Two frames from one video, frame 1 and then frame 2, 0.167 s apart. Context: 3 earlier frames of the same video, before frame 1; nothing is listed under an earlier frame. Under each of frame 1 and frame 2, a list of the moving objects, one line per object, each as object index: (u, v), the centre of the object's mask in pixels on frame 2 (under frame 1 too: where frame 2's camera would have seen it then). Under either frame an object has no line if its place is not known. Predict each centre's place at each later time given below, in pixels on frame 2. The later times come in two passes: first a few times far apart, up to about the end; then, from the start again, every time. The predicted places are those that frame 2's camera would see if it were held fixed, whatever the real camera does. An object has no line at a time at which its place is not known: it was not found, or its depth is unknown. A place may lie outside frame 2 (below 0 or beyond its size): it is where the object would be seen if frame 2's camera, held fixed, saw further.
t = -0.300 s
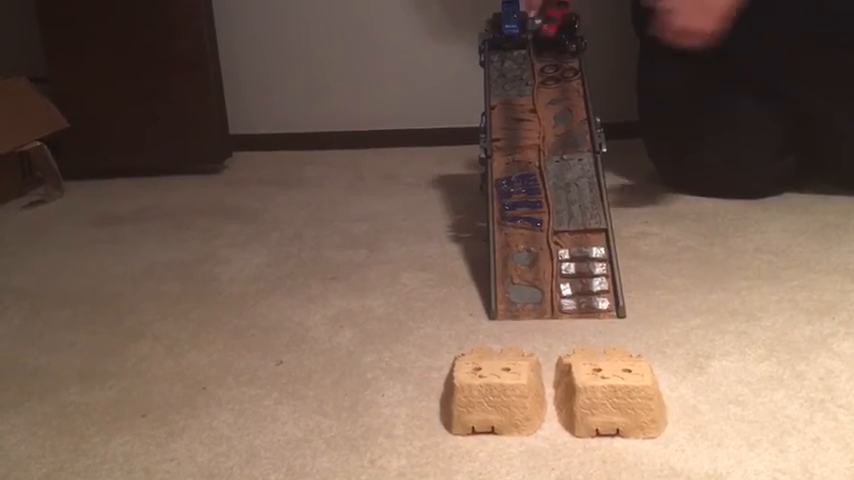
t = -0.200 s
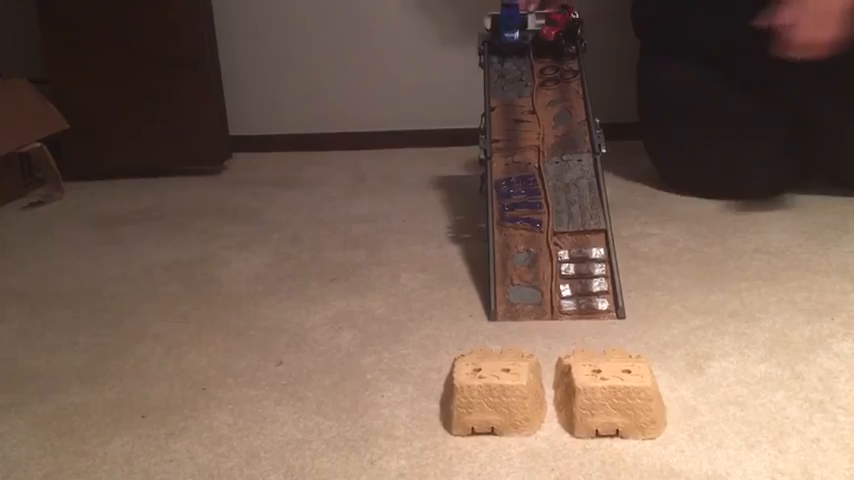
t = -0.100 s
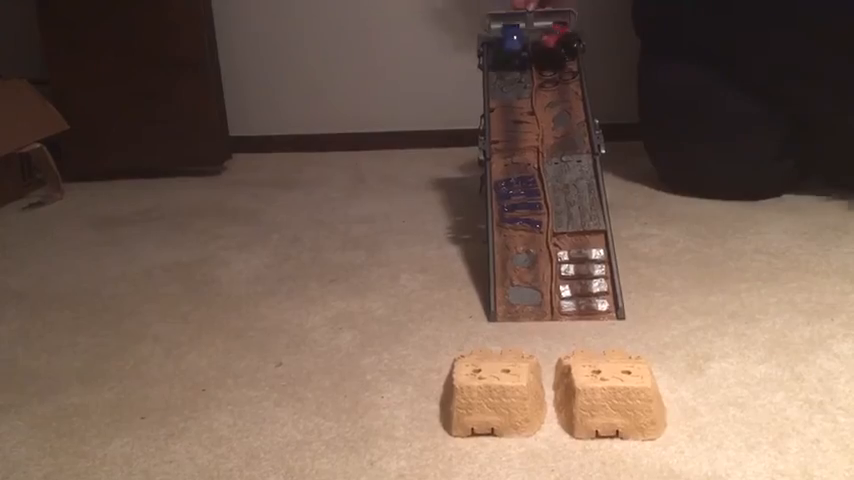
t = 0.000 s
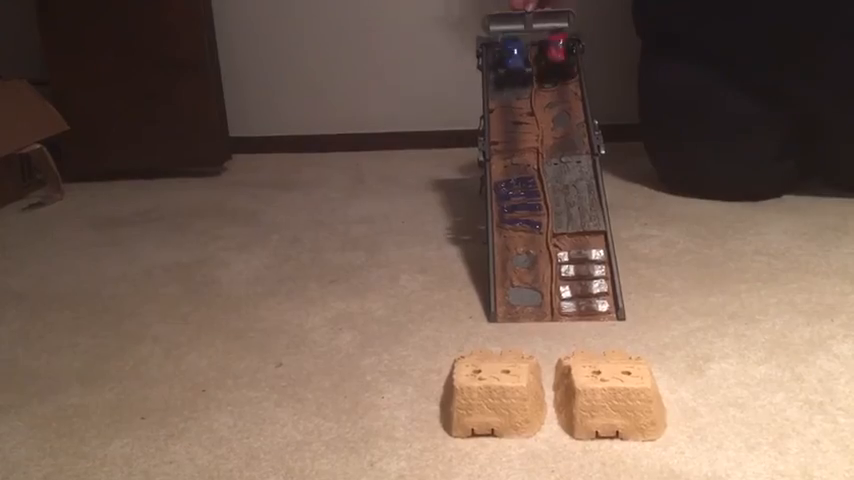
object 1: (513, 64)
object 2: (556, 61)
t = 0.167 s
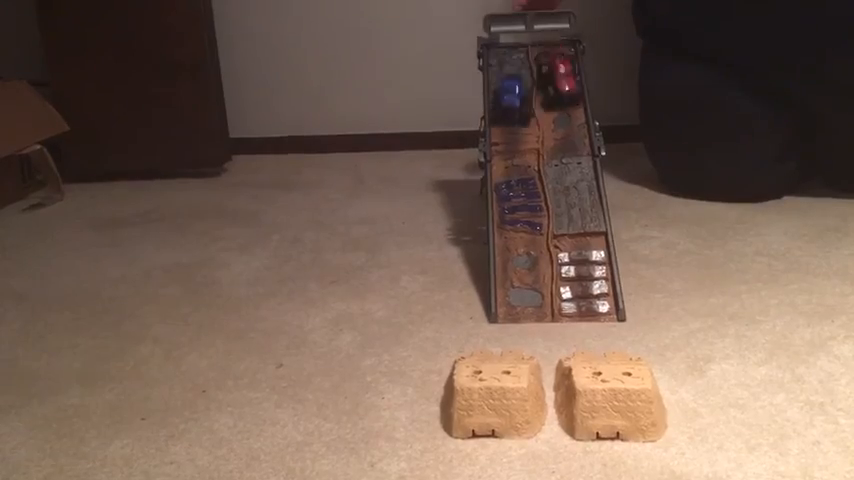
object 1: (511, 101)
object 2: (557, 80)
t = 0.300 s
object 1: (509, 151)
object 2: (564, 120)
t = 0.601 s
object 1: (560, 307)
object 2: (579, 280)
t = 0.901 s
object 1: (563, 397)
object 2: (552, 334)
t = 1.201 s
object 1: (479, 446)
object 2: (554, 341)
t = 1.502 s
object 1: (455, 468)
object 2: (555, 329)
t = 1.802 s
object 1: (452, 472)
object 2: (551, 333)
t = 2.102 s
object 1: (452, 471)
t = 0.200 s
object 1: (512, 110)
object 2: (559, 89)
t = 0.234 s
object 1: (511, 121)
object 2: (559, 97)
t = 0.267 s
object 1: (509, 137)
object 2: (560, 108)
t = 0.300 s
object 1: (509, 151)
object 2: (564, 120)
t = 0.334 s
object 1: (509, 170)
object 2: (566, 132)
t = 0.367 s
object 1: (514, 194)
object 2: (569, 147)
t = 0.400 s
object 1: (515, 215)
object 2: (571, 159)
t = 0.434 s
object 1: (518, 240)
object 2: (573, 172)
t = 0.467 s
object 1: (523, 270)
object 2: (574, 188)
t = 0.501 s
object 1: (526, 295)
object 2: (576, 214)
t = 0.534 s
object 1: (531, 308)
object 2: (576, 238)
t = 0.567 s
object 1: (556, 290)
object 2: (574, 264)
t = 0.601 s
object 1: (560, 307)
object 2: (579, 280)
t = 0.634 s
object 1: (552, 320)
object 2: (583, 292)
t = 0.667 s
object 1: (558, 320)
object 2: (569, 298)
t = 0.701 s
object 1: (559, 328)
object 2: (566, 308)
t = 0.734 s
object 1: (559, 337)
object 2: (558, 315)
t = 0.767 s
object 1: (562, 349)
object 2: (539, 320)
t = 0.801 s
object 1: (563, 357)
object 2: (534, 328)
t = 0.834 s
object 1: (567, 355)
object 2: (532, 332)
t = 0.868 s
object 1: (568, 380)
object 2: (542, 331)
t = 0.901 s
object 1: (563, 397)
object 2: (552, 334)
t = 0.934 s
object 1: (554, 393)
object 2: (562, 334)
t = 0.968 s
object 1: (548, 399)
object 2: (569, 335)
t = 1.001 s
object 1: (541, 407)
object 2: (567, 338)
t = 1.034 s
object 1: (534, 412)
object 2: (564, 340)
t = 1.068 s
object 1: (525, 424)
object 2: (562, 340)
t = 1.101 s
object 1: (518, 428)
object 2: (560, 340)
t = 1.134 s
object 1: (508, 433)
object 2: (557, 341)
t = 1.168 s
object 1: (490, 443)
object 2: (555, 341)
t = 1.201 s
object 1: (479, 446)
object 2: (554, 341)
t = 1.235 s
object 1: (467, 444)
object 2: (554, 340)
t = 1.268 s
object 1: (454, 440)
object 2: (553, 339)
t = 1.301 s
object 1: (449, 442)
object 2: (552, 338)
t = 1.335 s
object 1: (445, 447)
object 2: (552, 337)
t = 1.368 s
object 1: (444, 454)
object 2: (553, 334)
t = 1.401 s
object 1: (444, 462)
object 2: (554, 333)
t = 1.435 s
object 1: (446, 468)
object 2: (555, 331)
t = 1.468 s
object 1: (451, 467)
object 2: (555, 330)
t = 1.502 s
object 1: (455, 468)
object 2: (555, 329)
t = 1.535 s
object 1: (454, 468)
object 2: (555, 330)
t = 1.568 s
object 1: (452, 470)
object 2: (554, 331)
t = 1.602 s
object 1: (451, 470)
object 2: (554, 331)
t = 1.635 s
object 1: (451, 471)
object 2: (552, 332)
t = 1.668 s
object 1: (452, 471)
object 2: (551, 333)
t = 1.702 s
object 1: (452, 471)
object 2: (552, 333)
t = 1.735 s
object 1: (452, 472)
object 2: (552, 333)
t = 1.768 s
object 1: (452, 471)
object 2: (552, 333)
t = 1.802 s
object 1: (452, 472)
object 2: (551, 333)
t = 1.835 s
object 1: (452, 472)
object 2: (551, 333)
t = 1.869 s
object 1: (452, 472)
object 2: (552, 332)
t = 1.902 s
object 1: (452, 471)
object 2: (551, 332)
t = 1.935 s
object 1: (452, 472)
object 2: (552, 332)
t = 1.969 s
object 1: (452, 471)
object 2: (552, 332)
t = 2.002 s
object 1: (452, 471)
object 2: (552, 332)
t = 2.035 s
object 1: (452, 471)
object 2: (552, 332)
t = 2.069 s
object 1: (452, 471)
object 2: (552, 332)
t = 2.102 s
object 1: (452, 471)
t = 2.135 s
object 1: (452, 471)
